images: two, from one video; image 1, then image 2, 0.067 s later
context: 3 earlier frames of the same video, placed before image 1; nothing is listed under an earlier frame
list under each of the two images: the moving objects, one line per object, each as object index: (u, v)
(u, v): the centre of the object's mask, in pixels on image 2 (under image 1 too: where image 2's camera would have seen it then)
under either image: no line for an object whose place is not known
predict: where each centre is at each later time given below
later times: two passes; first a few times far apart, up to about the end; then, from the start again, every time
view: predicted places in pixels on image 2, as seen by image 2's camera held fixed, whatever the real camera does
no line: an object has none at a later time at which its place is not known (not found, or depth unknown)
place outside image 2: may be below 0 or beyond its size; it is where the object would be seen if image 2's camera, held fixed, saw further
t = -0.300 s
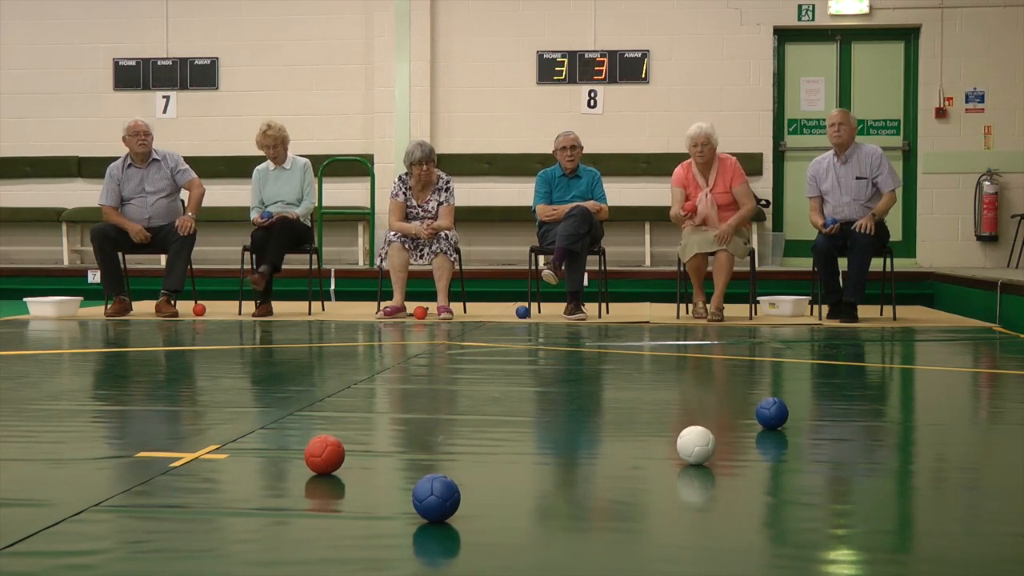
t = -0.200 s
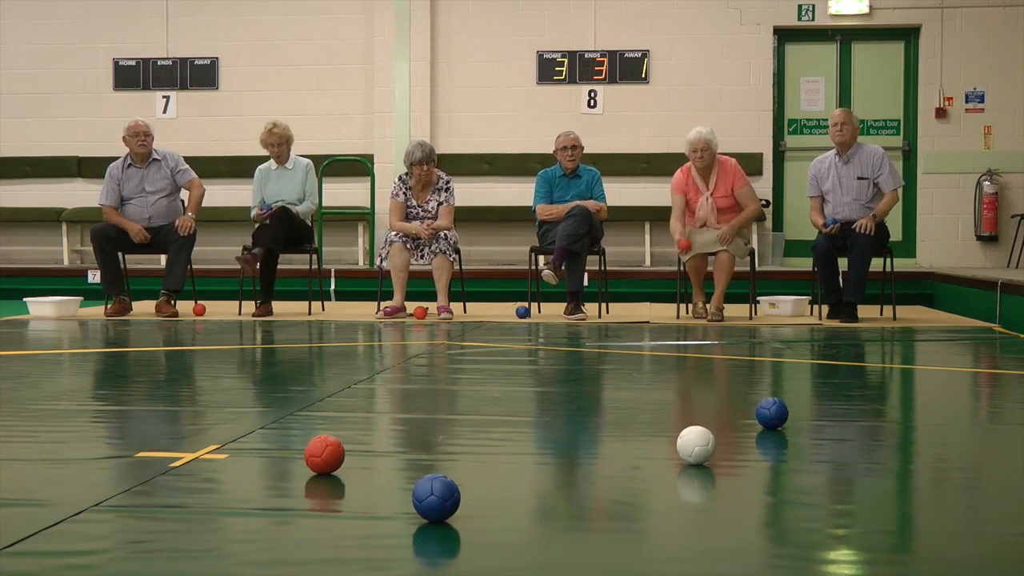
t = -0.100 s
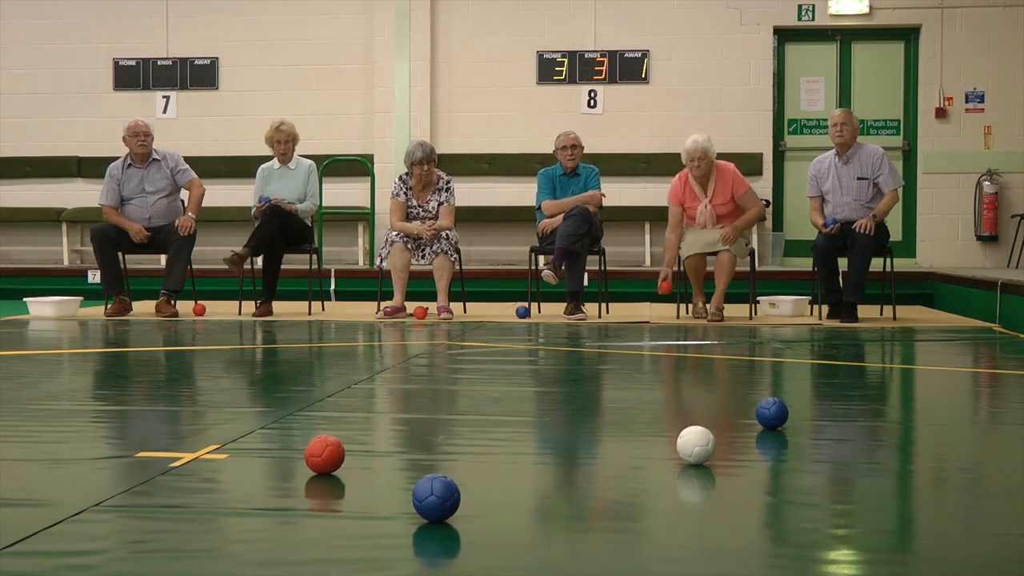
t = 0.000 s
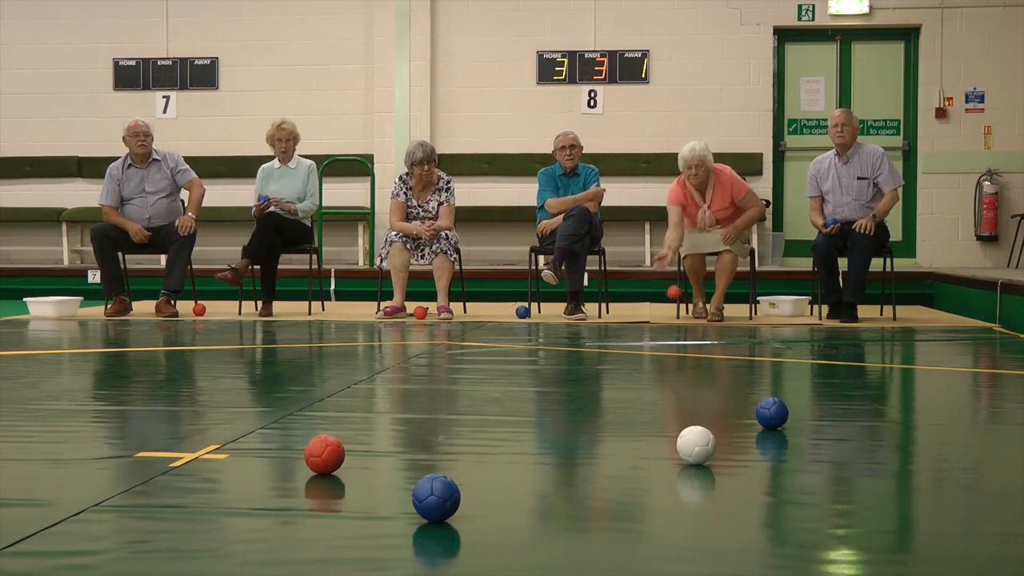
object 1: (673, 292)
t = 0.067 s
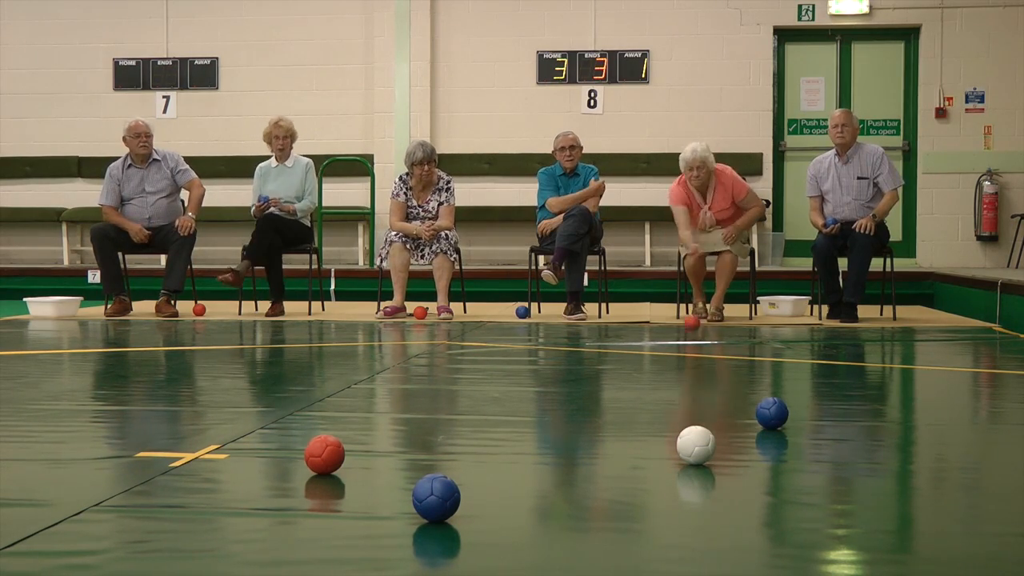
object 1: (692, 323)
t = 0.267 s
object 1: (746, 350)
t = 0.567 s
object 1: (849, 396)
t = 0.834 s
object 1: (931, 454)
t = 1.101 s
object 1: (934, 519)
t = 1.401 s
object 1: (814, 553)
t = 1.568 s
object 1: (795, 552)
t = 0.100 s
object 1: (699, 326)
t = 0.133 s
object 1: (707, 334)
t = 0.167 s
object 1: (717, 337)
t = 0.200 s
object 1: (725, 341)
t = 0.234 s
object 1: (735, 345)
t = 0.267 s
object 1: (746, 350)
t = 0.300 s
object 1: (755, 353)
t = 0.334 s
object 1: (767, 358)
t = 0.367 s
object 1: (779, 363)
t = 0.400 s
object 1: (789, 368)
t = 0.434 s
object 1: (801, 374)
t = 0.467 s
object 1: (813, 379)
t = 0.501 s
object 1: (824, 384)
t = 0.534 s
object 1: (837, 390)
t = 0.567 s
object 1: (849, 396)
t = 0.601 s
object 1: (860, 402)
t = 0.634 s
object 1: (873, 409)
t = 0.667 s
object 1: (885, 417)
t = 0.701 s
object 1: (895, 423)
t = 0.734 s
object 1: (906, 432)
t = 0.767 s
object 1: (916, 439)
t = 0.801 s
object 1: (924, 446)
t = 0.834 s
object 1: (931, 454)
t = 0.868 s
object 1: (938, 463)
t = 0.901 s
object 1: (942, 471)
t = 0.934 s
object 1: (945, 479)
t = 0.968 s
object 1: (947, 488)
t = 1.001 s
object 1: (947, 495)
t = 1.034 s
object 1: (945, 504)
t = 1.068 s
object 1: (940, 512)
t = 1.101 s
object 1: (934, 519)
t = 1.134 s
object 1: (924, 526)
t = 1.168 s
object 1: (913, 533)
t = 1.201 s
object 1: (904, 538)
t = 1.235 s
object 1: (890, 545)
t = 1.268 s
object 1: (874, 548)
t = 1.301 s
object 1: (860, 550)
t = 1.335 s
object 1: (843, 552)
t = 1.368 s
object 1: (826, 553)
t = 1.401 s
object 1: (814, 553)
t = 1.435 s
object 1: (806, 552)
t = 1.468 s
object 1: (798, 552)
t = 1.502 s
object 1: (795, 552)
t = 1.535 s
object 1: (795, 551)
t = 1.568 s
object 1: (795, 552)
